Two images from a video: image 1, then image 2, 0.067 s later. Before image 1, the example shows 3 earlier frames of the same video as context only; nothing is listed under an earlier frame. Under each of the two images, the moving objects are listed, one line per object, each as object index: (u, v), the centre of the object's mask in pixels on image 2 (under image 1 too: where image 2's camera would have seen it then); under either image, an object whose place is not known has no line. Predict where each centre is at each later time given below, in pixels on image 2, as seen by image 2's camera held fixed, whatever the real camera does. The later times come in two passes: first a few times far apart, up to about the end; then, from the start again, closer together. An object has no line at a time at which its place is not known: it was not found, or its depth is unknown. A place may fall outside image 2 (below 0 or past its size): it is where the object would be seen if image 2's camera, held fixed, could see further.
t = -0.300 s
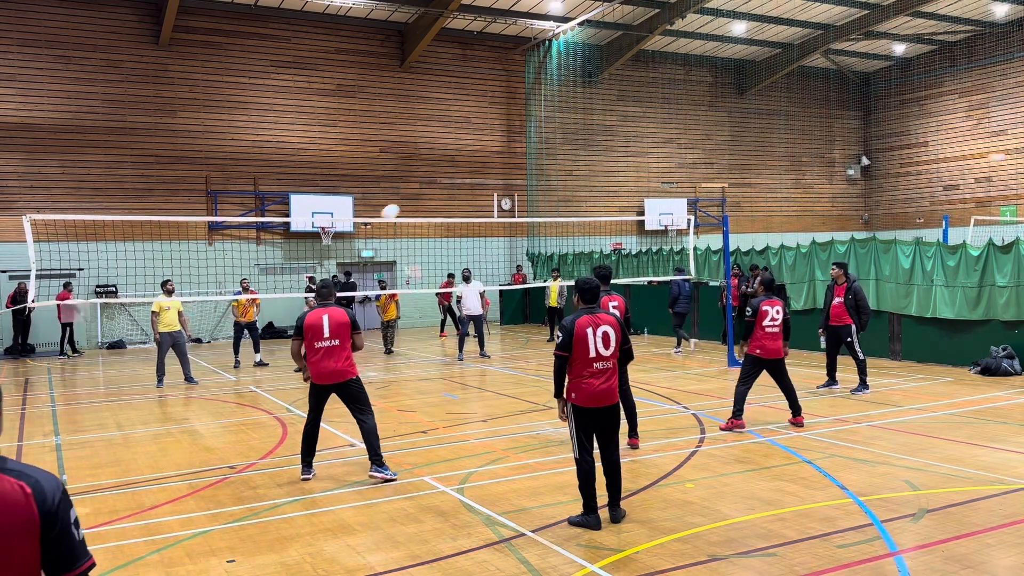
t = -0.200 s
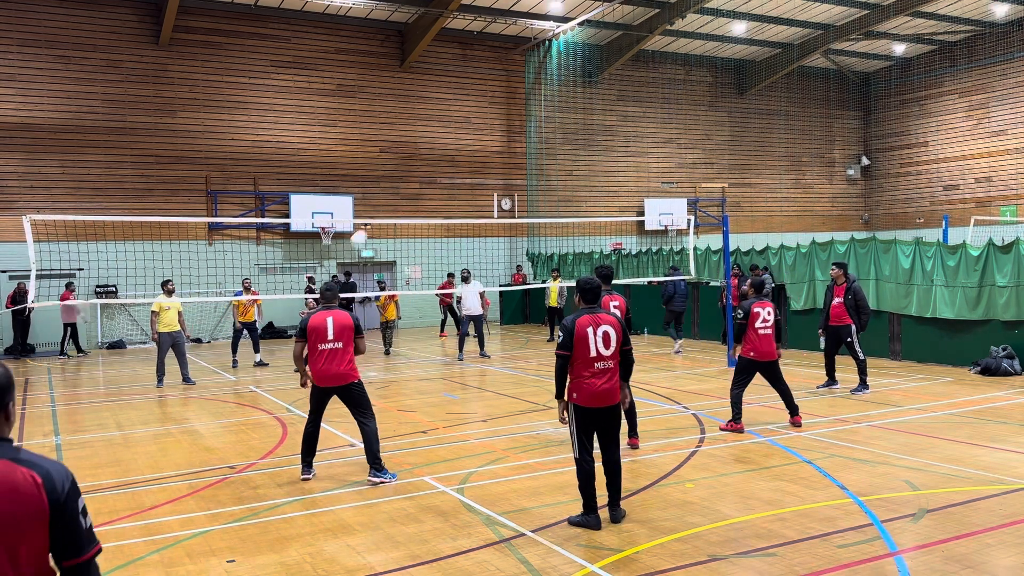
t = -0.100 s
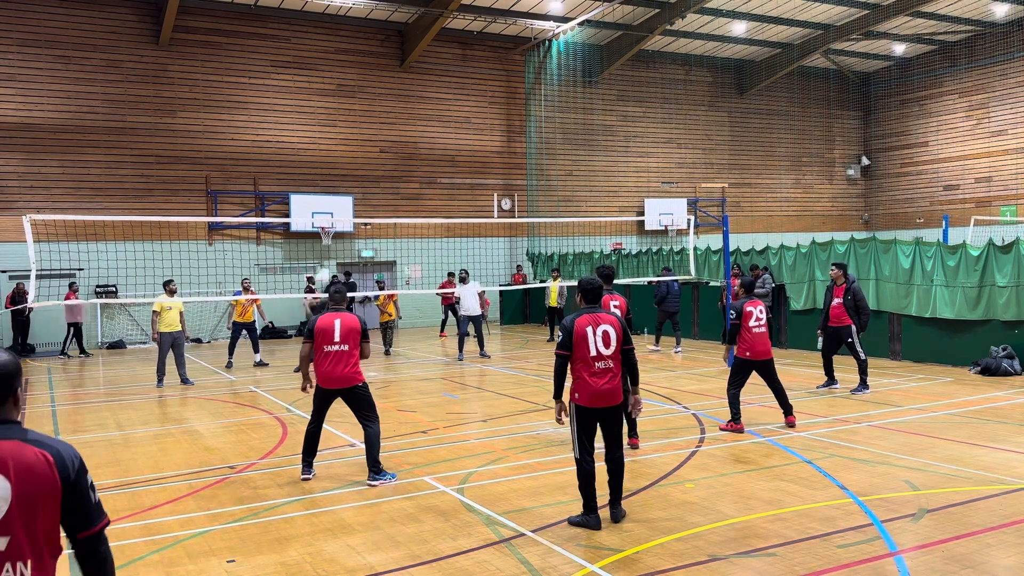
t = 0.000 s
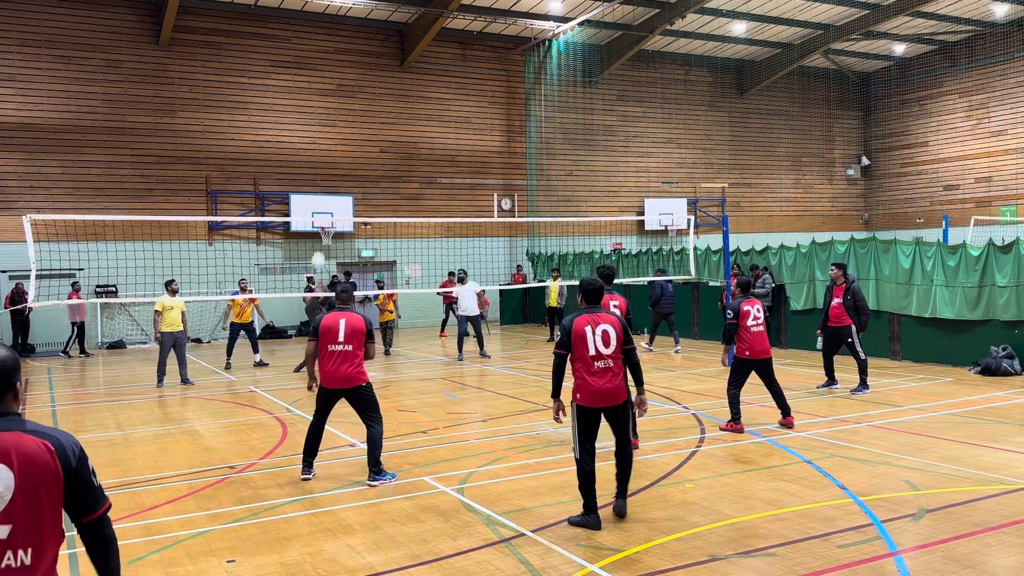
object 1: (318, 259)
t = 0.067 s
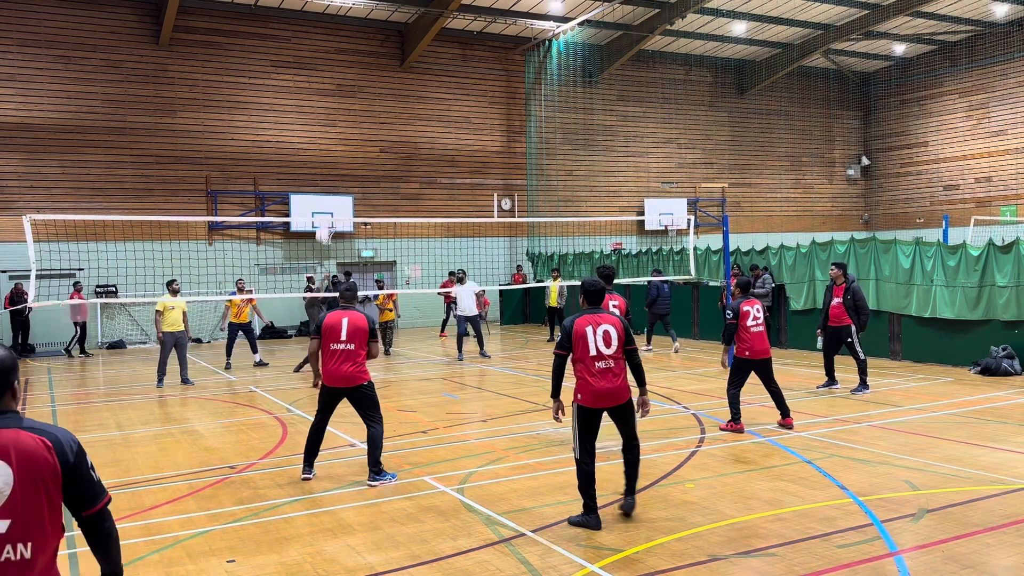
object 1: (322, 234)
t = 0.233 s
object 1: (330, 186)
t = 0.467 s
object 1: (345, 124)
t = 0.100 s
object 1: (326, 213)
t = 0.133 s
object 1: (328, 208)
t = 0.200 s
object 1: (329, 194)
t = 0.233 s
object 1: (330, 186)
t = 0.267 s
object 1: (333, 175)
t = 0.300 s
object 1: (335, 165)
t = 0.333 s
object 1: (337, 156)
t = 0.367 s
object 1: (339, 147)
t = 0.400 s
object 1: (341, 139)
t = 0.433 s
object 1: (343, 131)
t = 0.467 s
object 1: (345, 124)
